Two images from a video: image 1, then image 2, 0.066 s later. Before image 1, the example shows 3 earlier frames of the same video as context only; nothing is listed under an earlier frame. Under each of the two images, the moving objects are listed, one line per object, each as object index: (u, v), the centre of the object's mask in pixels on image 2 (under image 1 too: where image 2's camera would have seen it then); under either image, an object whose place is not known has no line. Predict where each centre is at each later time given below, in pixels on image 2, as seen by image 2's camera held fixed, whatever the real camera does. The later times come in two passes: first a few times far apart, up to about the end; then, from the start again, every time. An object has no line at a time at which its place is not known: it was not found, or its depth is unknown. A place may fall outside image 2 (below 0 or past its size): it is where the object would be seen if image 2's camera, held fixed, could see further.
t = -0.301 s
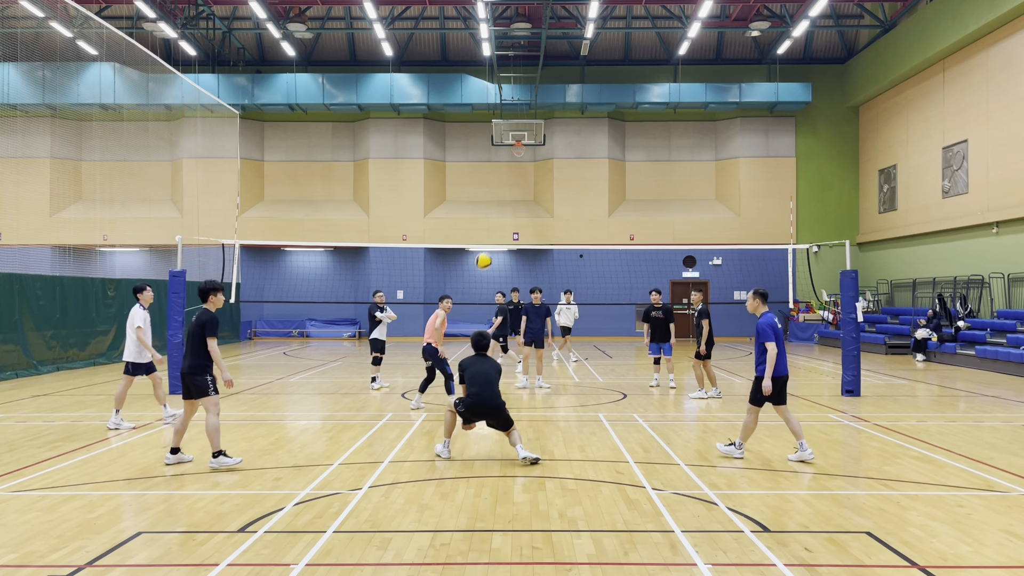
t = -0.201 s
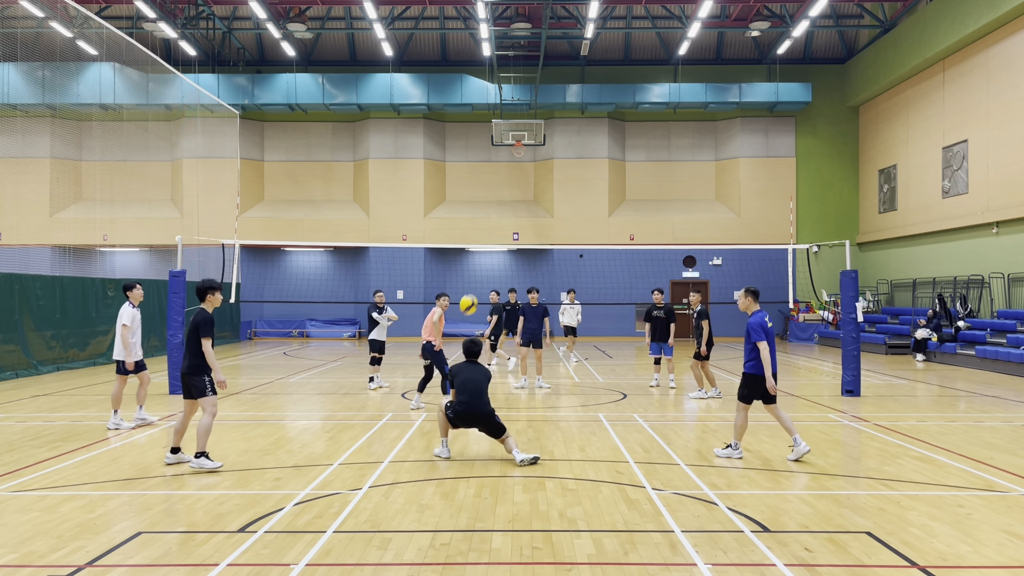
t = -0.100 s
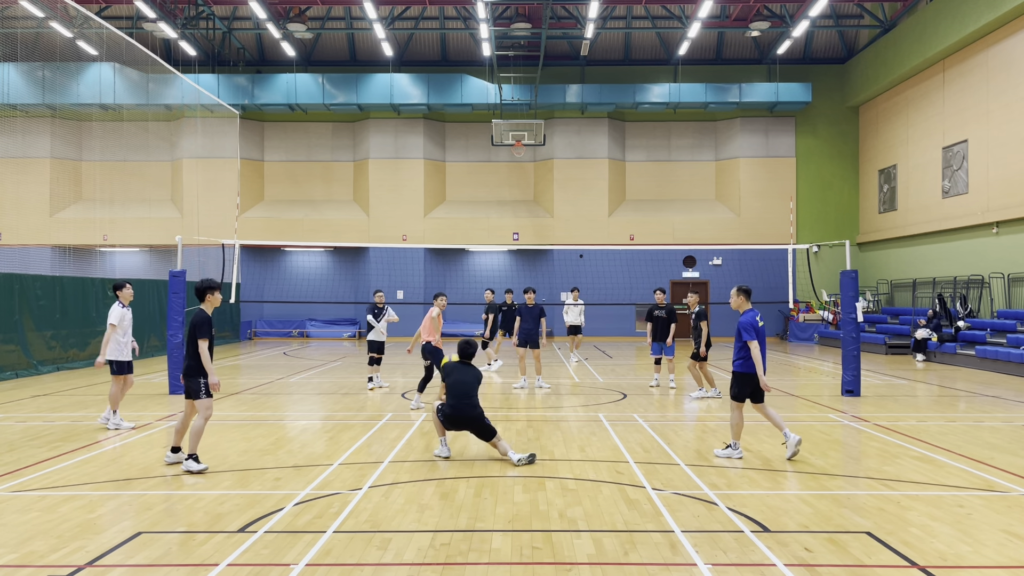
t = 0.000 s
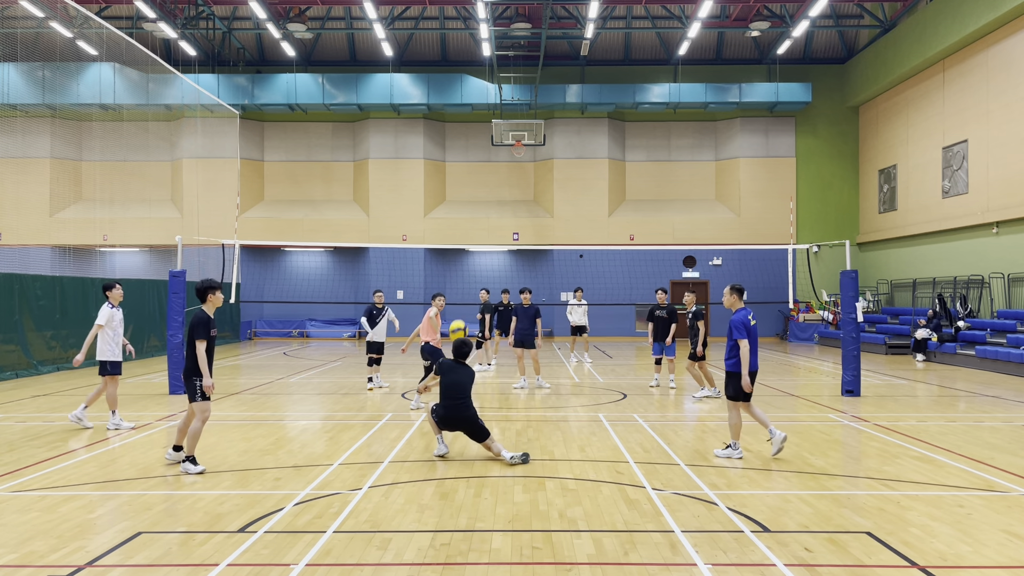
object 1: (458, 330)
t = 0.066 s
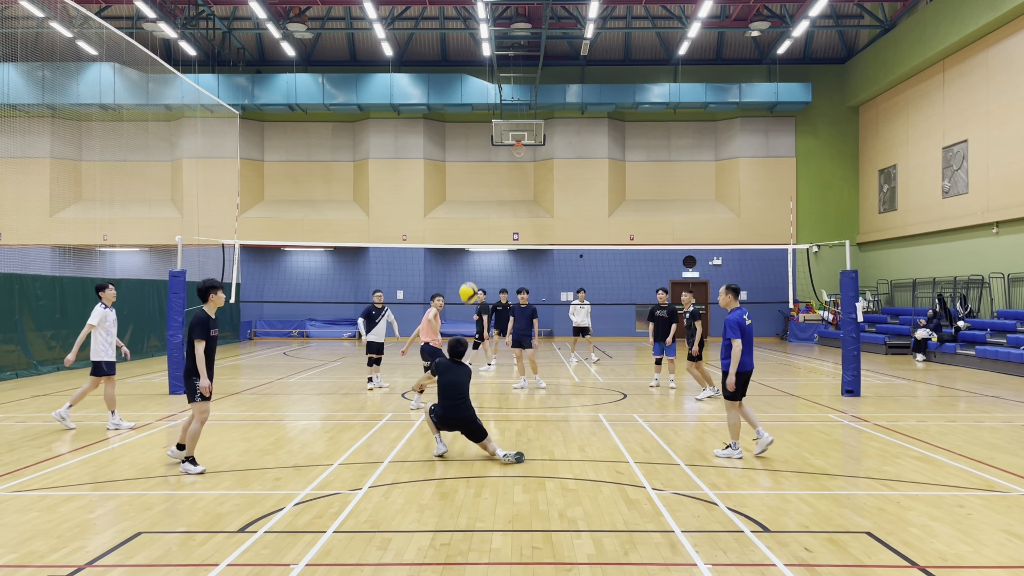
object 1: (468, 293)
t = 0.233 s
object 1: (491, 222)
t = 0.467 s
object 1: (521, 171)
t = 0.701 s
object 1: (548, 166)
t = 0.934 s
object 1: (571, 198)
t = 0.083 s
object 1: (470, 284)
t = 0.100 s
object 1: (473, 276)
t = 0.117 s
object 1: (475, 268)
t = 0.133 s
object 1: (477, 261)
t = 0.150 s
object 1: (480, 254)
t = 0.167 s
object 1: (482, 246)
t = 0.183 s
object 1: (485, 239)
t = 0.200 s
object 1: (487, 233)
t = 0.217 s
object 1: (489, 227)
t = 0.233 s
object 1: (491, 222)
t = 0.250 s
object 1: (493, 216)
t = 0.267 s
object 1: (496, 211)
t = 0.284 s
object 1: (498, 206)
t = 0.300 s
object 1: (500, 202)
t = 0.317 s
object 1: (502, 198)
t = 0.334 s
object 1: (504, 193)
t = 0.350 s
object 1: (506, 190)
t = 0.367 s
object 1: (509, 187)
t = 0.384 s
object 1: (511, 183)
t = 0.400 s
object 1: (513, 180)
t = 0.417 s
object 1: (515, 177)
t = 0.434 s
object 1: (517, 175)
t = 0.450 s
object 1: (519, 173)
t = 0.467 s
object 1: (521, 171)
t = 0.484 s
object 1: (523, 169)
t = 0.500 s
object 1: (525, 167)
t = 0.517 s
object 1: (527, 166)
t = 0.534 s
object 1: (529, 165)
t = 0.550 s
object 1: (531, 164)
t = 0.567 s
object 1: (533, 163)
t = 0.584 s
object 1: (535, 163)
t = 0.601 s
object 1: (537, 163)
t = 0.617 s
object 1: (538, 162)
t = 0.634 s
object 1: (540, 163)
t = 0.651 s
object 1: (542, 163)
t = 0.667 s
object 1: (544, 164)
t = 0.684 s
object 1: (546, 164)
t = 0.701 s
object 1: (548, 166)
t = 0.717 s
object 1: (549, 167)
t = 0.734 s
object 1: (551, 168)
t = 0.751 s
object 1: (553, 169)
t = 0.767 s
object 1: (555, 171)
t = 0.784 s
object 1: (556, 173)
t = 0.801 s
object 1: (558, 175)
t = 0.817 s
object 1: (560, 177)
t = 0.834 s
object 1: (562, 180)
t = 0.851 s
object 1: (563, 183)
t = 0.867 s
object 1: (565, 185)
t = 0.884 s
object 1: (567, 188)
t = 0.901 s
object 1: (568, 191)
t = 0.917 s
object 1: (570, 194)
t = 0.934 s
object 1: (571, 198)
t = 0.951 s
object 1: (573, 201)
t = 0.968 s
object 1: (574, 205)
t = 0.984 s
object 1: (576, 209)
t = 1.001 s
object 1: (578, 213)
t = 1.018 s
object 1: (579, 217)
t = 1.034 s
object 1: (581, 221)
